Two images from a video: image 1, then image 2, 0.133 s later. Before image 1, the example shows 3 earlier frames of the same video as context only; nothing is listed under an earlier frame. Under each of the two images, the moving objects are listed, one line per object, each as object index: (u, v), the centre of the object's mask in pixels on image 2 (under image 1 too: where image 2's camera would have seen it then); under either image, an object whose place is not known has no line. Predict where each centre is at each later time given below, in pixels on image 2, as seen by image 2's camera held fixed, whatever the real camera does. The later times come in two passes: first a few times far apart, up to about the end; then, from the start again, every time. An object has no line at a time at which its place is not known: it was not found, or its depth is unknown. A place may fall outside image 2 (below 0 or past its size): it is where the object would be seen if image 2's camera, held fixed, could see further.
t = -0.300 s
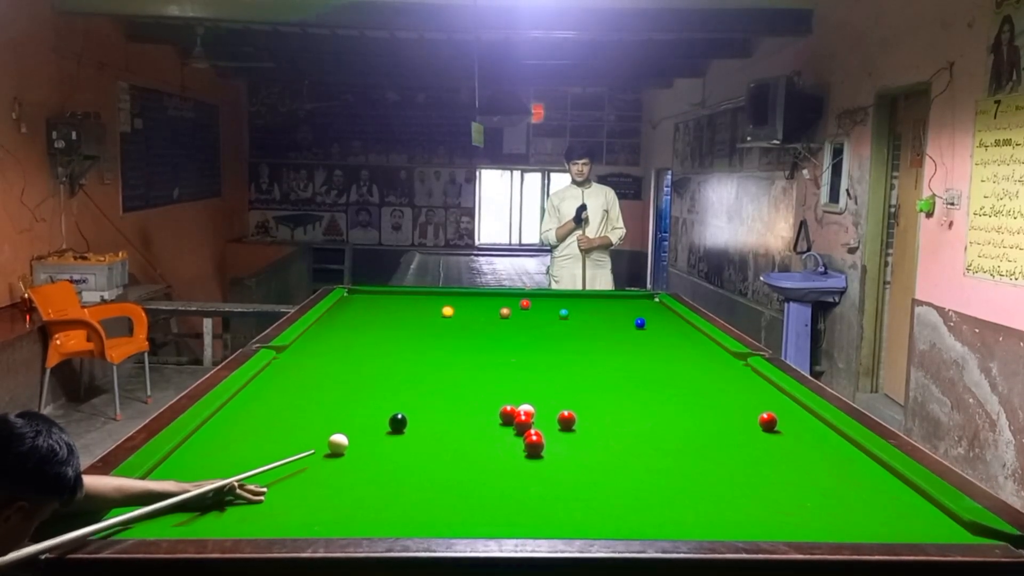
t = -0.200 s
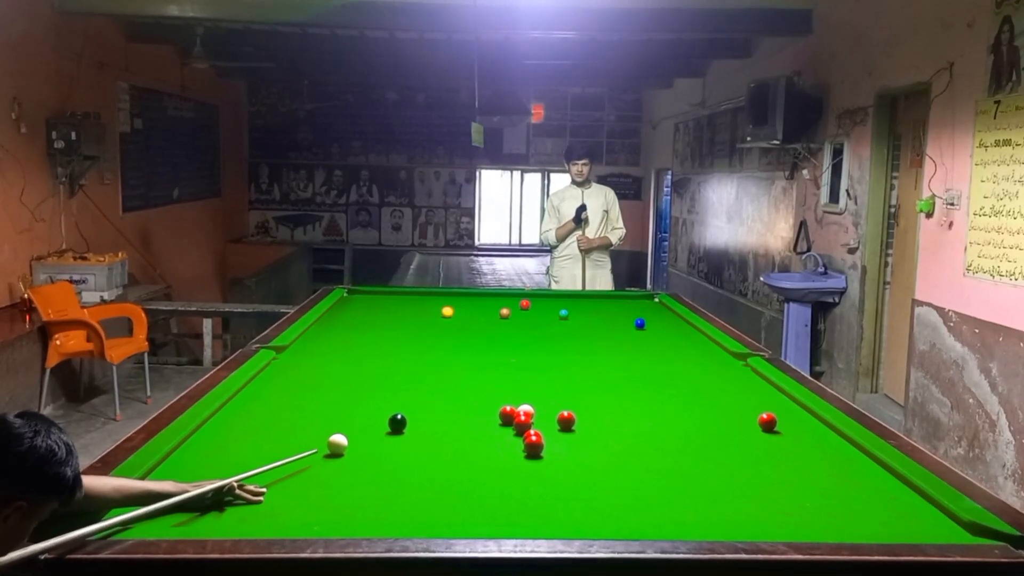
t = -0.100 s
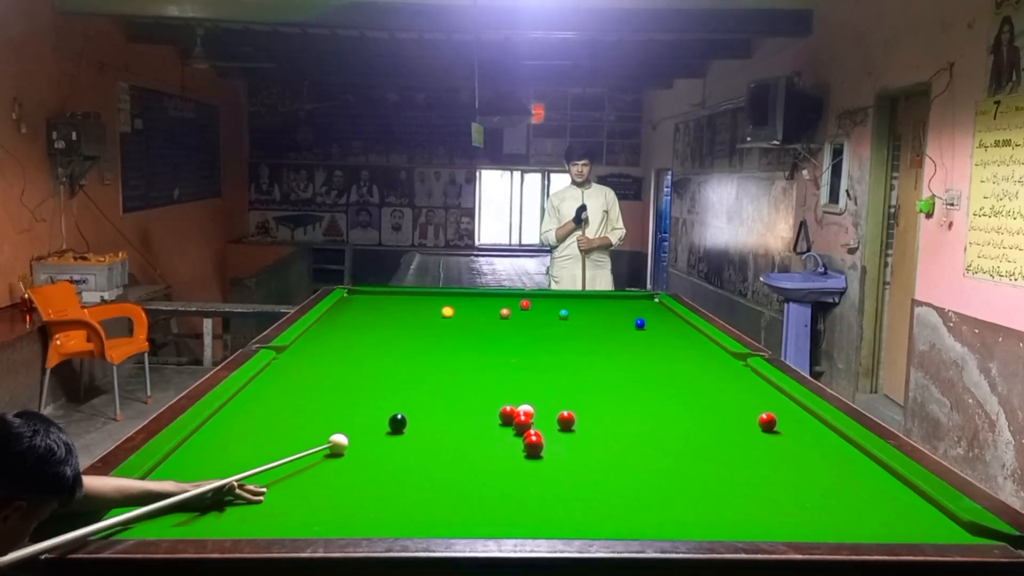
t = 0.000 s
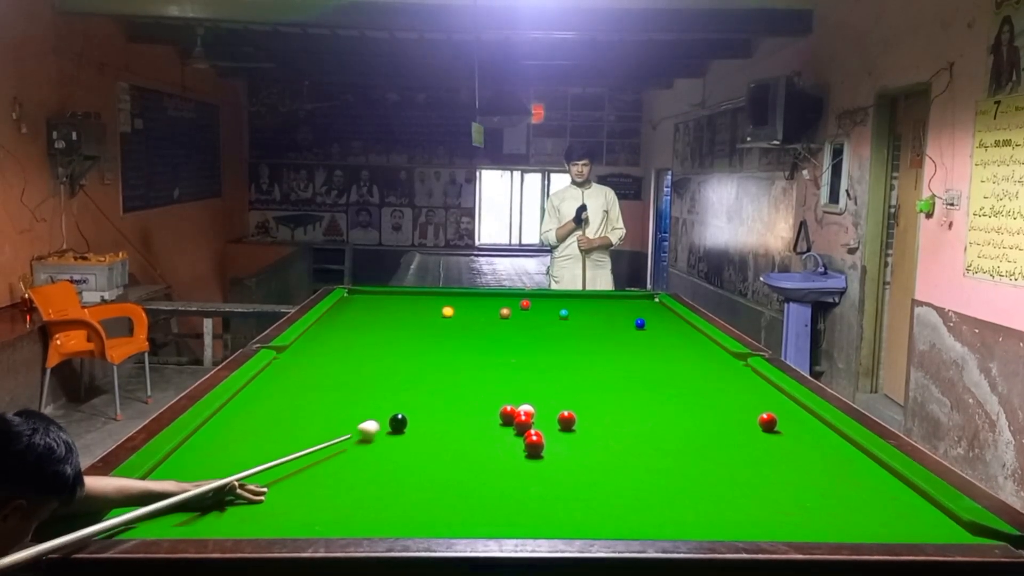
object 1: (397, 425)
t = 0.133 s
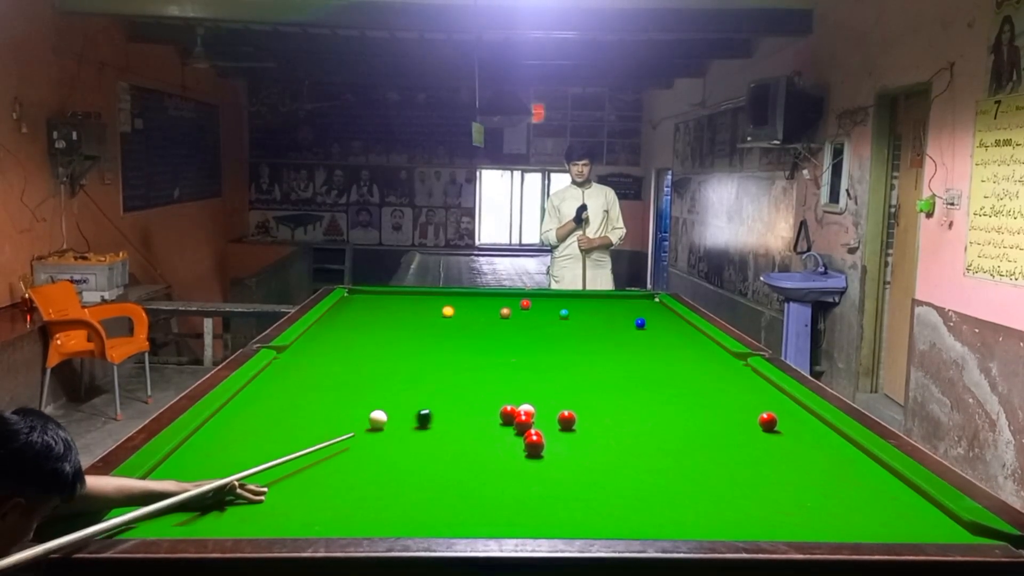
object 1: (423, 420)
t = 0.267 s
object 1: (453, 415)
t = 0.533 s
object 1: (504, 403)
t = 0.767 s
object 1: (545, 399)
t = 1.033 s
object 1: (586, 393)
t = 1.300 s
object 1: (624, 387)
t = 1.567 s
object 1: (657, 383)
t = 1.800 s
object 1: (683, 378)
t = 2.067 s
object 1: (710, 374)
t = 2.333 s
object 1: (734, 370)
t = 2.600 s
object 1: (739, 367)
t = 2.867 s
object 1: (720, 365)
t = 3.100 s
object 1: (705, 364)
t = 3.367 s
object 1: (691, 362)
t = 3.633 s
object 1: (678, 361)
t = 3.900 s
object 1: (669, 360)
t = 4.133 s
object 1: (663, 359)
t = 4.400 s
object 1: (657, 358)
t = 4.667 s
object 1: (654, 358)
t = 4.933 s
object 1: (652, 357)
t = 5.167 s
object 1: (653, 358)
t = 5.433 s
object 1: (653, 358)
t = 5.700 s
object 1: (653, 358)
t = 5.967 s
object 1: (653, 358)
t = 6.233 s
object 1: (653, 358)
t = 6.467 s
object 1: (653, 358)
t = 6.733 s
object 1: (653, 358)
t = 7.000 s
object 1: (653, 358)
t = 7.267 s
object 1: (653, 358)
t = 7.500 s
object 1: (653, 358)
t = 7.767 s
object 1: (653, 358)
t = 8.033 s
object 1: (653, 358)
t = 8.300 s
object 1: (653, 358)
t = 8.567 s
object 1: (653, 358)
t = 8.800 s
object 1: (653, 358)
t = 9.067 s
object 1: (653, 358)
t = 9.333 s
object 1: (653, 358)
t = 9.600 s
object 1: (653, 358)
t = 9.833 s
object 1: (653, 358)
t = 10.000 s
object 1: (653, 358)
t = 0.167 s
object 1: (431, 419)
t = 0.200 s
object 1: (438, 418)
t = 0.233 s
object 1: (446, 417)
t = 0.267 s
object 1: (453, 415)
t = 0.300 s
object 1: (459, 414)
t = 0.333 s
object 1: (466, 413)
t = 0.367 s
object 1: (473, 412)
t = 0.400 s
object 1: (479, 410)
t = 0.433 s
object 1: (486, 409)
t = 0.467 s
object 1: (492, 408)
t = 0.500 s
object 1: (497, 406)
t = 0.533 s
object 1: (504, 403)
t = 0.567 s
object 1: (511, 401)
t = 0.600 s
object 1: (517, 401)
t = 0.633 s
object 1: (522, 399)
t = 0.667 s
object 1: (529, 399)
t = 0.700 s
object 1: (534, 400)
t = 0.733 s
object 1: (539, 400)
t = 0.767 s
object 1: (545, 399)
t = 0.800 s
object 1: (550, 398)
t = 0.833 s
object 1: (556, 398)
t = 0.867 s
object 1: (561, 397)
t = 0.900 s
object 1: (566, 396)
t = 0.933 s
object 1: (571, 395)
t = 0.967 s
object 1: (577, 394)
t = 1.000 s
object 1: (581, 394)
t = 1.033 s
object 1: (586, 393)
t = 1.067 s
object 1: (591, 392)
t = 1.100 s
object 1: (596, 391)
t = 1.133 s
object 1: (601, 391)
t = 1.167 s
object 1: (606, 390)
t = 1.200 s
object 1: (610, 389)
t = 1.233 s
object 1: (615, 389)
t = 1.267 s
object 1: (619, 388)
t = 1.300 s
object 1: (624, 387)
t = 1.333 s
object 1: (628, 387)
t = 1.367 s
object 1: (632, 386)
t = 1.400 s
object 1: (637, 385)
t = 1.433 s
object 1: (641, 385)
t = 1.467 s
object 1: (645, 384)
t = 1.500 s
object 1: (649, 384)
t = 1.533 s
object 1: (653, 383)
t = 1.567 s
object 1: (657, 383)
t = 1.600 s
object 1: (661, 382)
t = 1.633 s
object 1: (665, 381)
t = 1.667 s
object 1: (668, 381)
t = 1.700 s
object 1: (672, 380)
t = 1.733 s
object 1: (676, 379)
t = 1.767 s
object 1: (679, 379)
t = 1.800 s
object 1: (683, 378)
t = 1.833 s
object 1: (686, 378)
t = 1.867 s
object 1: (690, 377)
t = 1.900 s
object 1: (693, 377)
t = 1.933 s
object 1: (697, 376)
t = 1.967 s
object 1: (700, 376)
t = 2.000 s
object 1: (704, 375)
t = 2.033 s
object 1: (707, 375)
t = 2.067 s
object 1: (710, 374)
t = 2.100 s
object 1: (713, 374)
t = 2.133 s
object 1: (716, 373)
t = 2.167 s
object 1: (719, 373)
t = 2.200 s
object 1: (722, 372)
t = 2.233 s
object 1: (725, 372)
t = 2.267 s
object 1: (728, 371)
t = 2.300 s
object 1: (731, 371)
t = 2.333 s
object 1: (734, 370)
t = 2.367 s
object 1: (737, 370)
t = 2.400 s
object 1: (739, 370)
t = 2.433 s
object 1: (742, 369)
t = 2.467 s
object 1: (745, 369)
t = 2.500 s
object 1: (747, 369)
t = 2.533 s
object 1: (744, 368)
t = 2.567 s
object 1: (741, 368)
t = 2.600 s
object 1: (739, 367)
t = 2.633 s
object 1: (736, 367)
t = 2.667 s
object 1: (734, 367)
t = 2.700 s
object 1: (732, 367)
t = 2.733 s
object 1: (729, 366)
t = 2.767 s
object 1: (726, 366)
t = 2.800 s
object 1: (724, 366)
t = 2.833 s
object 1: (722, 366)
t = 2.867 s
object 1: (720, 365)
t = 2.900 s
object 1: (717, 365)
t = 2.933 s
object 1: (715, 365)
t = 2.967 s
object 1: (713, 365)
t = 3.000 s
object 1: (711, 364)
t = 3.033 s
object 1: (709, 364)
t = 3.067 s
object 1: (707, 364)
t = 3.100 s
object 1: (705, 364)
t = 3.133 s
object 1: (703, 363)
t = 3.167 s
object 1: (701, 363)
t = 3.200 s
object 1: (699, 363)
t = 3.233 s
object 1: (697, 363)
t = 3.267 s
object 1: (695, 362)
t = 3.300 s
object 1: (694, 362)
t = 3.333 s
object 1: (692, 362)
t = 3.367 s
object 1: (691, 362)
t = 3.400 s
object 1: (689, 362)
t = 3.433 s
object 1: (687, 362)
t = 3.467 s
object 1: (686, 361)
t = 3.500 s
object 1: (684, 361)
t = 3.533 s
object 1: (683, 361)
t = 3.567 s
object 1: (681, 361)
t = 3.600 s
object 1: (680, 361)
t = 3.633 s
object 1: (678, 361)
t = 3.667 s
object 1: (677, 360)
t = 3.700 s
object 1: (676, 360)
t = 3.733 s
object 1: (675, 360)
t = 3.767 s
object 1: (674, 360)
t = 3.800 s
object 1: (672, 360)
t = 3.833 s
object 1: (671, 360)
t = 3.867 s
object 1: (670, 360)
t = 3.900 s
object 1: (669, 360)
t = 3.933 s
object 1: (668, 360)
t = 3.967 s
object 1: (667, 359)
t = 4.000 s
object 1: (666, 359)
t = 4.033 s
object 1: (665, 359)
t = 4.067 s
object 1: (664, 359)
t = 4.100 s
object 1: (663, 359)
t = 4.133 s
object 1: (663, 359)
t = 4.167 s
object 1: (662, 359)
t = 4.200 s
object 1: (661, 358)
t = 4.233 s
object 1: (660, 358)
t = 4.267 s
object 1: (660, 358)
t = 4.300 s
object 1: (659, 358)
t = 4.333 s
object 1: (658, 358)
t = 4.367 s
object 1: (658, 358)
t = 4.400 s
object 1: (657, 358)
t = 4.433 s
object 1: (657, 358)
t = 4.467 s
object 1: (656, 358)
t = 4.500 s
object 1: (656, 358)
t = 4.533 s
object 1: (655, 358)
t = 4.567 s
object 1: (655, 358)
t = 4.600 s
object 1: (654, 358)
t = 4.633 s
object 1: (654, 358)
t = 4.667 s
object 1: (654, 358)
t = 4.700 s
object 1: (653, 358)
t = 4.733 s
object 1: (653, 358)
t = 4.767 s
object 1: (653, 358)
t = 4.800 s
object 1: (653, 358)
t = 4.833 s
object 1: (653, 358)
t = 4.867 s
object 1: (653, 358)
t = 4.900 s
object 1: (652, 358)
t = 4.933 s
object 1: (652, 357)
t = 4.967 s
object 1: (652, 358)
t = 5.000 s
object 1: (653, 357)
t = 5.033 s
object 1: (652, 358)
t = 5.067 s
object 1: (653, 358)
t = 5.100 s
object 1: (653, 358)
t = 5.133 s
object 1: (653, 358)
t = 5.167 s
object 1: (653, 358)
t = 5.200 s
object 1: (653, 358)
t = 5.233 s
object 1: (653, 358)
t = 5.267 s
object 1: (653, 358)
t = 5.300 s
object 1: (653, 358)
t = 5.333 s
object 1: (653, 358)
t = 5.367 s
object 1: (653, 358)
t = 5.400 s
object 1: (653, 358)
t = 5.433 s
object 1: (653, 358)
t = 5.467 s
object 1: (653, 358)
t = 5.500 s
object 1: (653, 358)
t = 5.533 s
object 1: (653, 358)
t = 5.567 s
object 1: (653, 358)
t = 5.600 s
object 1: (653, 358)
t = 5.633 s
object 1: (653, 358)
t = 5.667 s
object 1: (653, 358)
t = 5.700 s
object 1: (653, 358)
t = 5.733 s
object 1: (653, 358)
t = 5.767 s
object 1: (653, 358)
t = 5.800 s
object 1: (653, 358)
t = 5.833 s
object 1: (653, 358)
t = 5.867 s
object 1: (653, 358)
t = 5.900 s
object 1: (653, 358)
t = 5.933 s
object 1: (653, 358)
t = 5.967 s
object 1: (653, 358)
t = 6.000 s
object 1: (653, 358)
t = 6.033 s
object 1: (653, 358)
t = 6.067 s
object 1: (653, 358)
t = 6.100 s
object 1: (653, 358)
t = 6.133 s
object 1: (653, 358)
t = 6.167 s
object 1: (653, 358)
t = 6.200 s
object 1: (653, 358)
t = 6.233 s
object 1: (653, 358)
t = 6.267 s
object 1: (653, 358)
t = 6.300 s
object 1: (653, 358)
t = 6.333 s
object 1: (653, 358)
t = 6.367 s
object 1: (653, 358)
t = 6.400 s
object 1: (653, 358)
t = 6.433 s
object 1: (653, 358)
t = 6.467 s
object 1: (653, 358)
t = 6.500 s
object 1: (653, 358)
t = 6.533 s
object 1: (653, 358)
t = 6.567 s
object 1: (653, 358)
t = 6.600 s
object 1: (653, 358)
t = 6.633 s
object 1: (653, 358)
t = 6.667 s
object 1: (653, 358)
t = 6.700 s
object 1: (653, 358)
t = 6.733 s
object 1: (653, 358)
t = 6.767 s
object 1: (653, 358)
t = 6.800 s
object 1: (653, 358)
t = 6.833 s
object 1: (653, 358)
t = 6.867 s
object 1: (653, 358)
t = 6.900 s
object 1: (653, 358)
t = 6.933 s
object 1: (653, 358)
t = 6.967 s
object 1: (653, 358)
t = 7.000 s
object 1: (653, 358)
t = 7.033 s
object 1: (653, 358)
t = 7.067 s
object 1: (653, 358)
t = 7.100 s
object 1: (653, 358)
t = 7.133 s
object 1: (653, 358)
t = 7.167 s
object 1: (653, 358)
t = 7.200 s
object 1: (653, 358)
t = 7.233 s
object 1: (653, 358)
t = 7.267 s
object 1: (653, 358)
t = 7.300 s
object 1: (653, 358)
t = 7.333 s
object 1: (653, 358)
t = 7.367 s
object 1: (653, 358)
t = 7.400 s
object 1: (653, 358)
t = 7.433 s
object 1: (653, 358)
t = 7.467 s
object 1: (653, 358)
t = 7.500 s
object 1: (653, 358)
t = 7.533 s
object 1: (653, 358)
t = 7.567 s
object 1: (653, 358)
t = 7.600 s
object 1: (653, 358)
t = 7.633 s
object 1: (653, 358)
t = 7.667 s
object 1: (653, 358)
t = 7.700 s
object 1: (653, 358)
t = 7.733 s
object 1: (653, 358)
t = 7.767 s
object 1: (653, 358)
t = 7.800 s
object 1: (653, 358)
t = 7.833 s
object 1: (653, 358)
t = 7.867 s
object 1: (653, 358)
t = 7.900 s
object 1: (653, 358)
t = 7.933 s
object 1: (653, 358)
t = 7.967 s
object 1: (653, 358)
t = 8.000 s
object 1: (653, 358)
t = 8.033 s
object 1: (653, 358)
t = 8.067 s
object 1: (653, 358)
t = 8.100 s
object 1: (653, 358)
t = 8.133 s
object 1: (653, 358)
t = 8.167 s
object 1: (653, 358)
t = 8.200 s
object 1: (653, 358)
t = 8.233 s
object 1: (653, 358)
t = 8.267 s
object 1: (653, 358)
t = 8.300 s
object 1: (653, 358)
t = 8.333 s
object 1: (653, 358)
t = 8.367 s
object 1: (653, 358)
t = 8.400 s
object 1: (653, 358)
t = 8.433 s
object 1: (653, 358)
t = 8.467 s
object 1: (653, 358)
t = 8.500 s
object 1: (653, 358)
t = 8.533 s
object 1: (653, 358)
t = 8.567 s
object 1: (653, 358)
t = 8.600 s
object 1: (653, 358)
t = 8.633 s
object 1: (653, 358)
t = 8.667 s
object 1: (653, 358)
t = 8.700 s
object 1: (653, 358)
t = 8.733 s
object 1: (653, 358)
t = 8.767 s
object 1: (653, 358)
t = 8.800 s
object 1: (653, 358)
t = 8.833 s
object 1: (653, 358)
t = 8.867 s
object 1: (653, 358)
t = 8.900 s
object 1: (653, 358)
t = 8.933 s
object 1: (653, 358)
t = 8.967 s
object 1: (653, 358)
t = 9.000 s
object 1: (653, 358)
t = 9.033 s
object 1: (653, 358)
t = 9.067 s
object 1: (653, 358)
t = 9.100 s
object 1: (653, 358)
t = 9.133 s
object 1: (653, 358)
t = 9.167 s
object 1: (653, 358)
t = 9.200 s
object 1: (653, 358)
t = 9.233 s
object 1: (653, 358)
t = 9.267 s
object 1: (653, 358)
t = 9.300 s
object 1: (653, 358)
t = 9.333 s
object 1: (653, 358)
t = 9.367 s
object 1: (653, 358)
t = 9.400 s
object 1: (653, 358)
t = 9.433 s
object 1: (653, 358)
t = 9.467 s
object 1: (653, 358)
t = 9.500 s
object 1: (653, 358)
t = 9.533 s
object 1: (653, 358)
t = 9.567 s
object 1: (653, 358)
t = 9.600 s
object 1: (653, 358)
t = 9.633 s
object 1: (653, 358)
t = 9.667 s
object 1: (653, 358)
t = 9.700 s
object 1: (653, 358)
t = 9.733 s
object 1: (653, 358)
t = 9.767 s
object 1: (653, 358)
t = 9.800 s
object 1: (653, 358)
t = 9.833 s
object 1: (653, 358)
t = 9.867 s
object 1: (653, 358)
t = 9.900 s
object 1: (653, 358)
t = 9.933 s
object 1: (653, 358)
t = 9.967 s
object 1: (653, 358)
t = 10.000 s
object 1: (653, 358)
